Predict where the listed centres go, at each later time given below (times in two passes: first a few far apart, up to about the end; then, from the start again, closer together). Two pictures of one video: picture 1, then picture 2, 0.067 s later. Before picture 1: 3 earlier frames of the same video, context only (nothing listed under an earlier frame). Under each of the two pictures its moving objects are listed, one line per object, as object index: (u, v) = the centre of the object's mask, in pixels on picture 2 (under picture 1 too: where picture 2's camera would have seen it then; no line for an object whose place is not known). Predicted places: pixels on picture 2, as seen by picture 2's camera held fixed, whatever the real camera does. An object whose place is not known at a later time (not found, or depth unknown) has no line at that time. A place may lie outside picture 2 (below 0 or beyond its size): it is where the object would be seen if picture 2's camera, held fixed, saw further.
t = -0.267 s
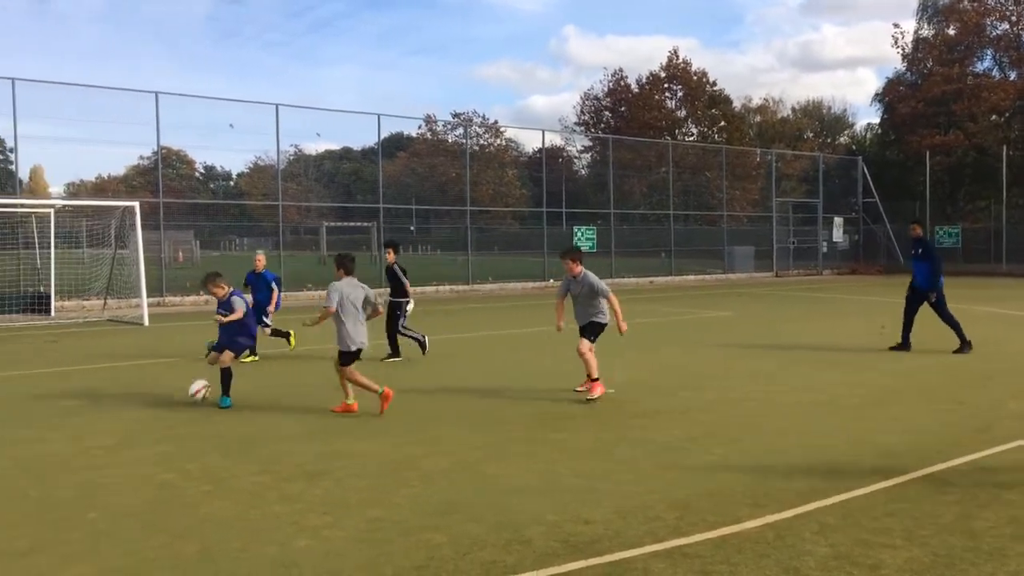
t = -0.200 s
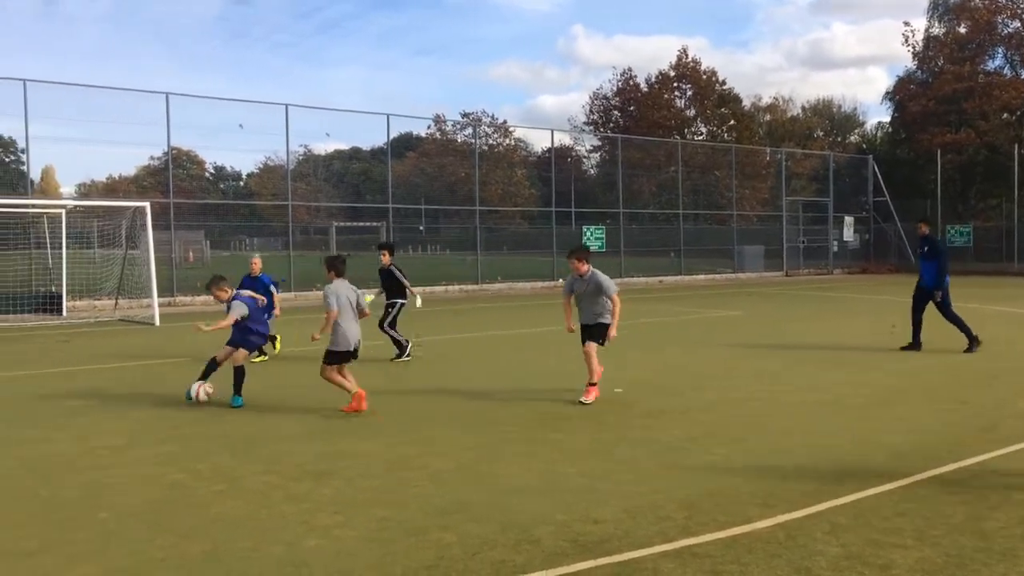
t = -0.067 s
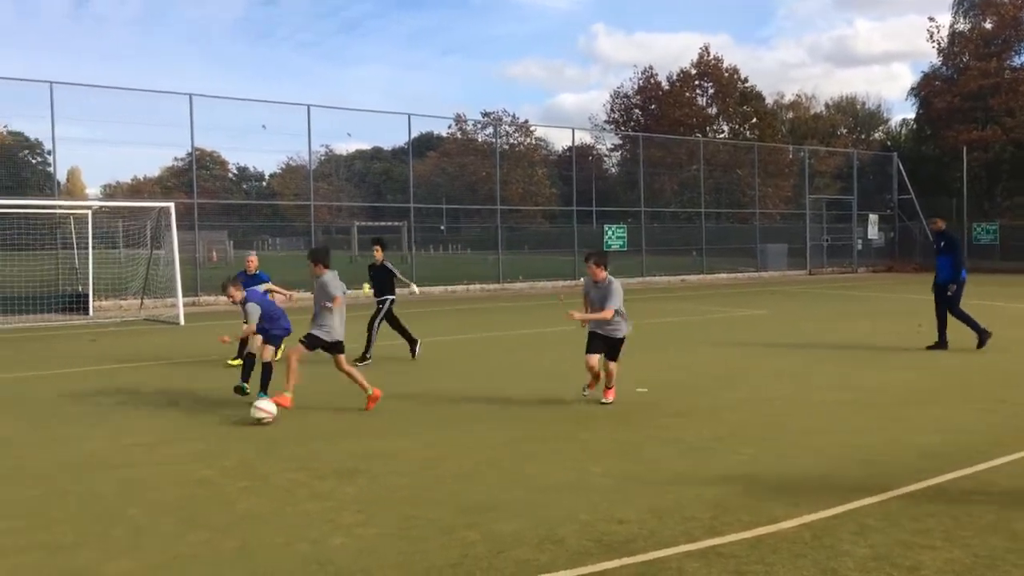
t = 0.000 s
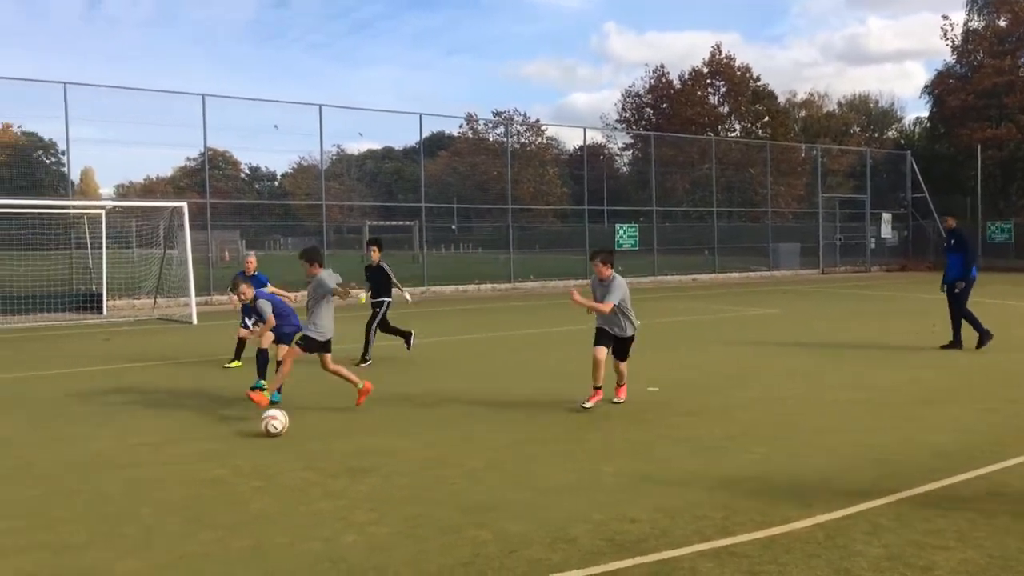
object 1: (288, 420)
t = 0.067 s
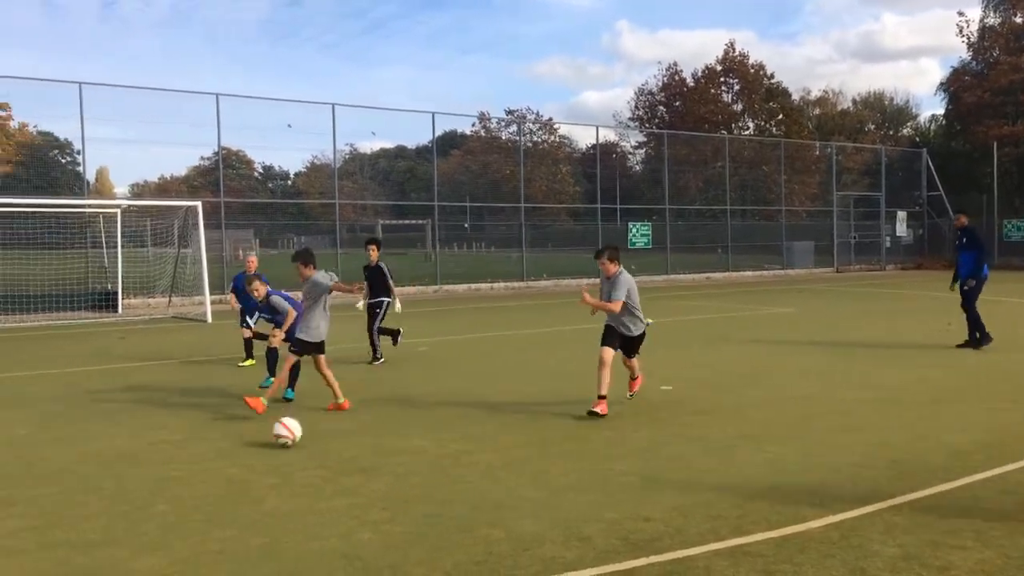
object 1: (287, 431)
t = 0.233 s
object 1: (280, 466)
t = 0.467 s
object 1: (260, 523)
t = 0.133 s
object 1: (284, 444)
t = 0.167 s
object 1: (283, 450)
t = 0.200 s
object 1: (282, 457)
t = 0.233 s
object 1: (280, 466)
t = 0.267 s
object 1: (278, 474)
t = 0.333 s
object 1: (275, 490)
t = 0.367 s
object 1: (272, 499)
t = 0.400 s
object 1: (268, 506)
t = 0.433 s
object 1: (264, 517)
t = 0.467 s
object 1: (260, 523)
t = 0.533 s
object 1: (249, 543)
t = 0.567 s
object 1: (244, 555)
